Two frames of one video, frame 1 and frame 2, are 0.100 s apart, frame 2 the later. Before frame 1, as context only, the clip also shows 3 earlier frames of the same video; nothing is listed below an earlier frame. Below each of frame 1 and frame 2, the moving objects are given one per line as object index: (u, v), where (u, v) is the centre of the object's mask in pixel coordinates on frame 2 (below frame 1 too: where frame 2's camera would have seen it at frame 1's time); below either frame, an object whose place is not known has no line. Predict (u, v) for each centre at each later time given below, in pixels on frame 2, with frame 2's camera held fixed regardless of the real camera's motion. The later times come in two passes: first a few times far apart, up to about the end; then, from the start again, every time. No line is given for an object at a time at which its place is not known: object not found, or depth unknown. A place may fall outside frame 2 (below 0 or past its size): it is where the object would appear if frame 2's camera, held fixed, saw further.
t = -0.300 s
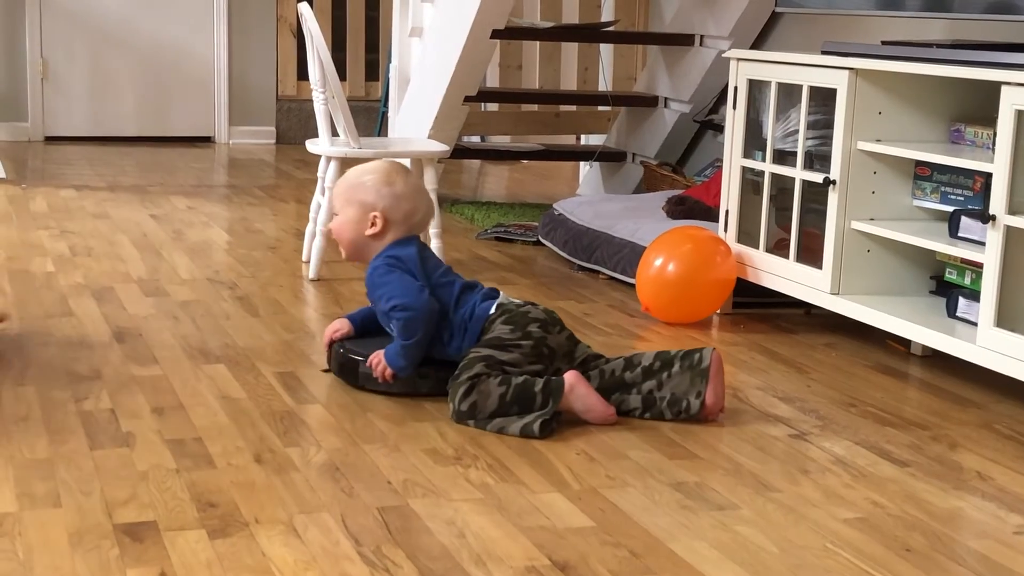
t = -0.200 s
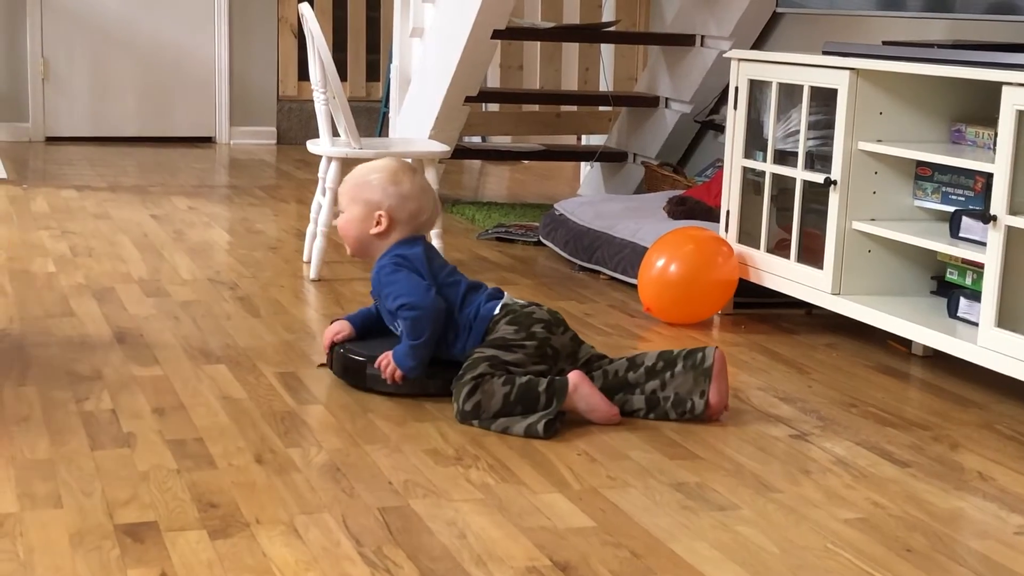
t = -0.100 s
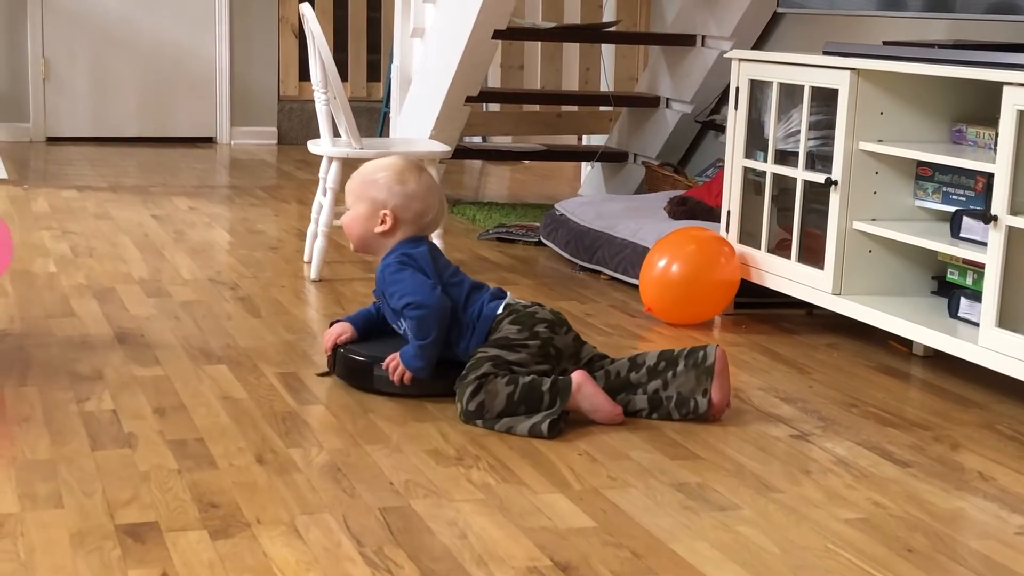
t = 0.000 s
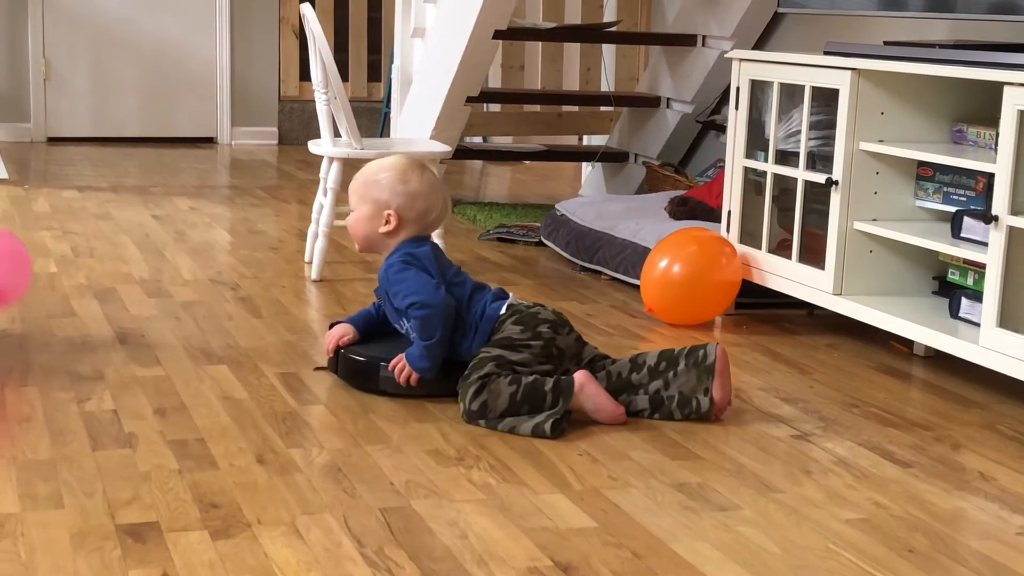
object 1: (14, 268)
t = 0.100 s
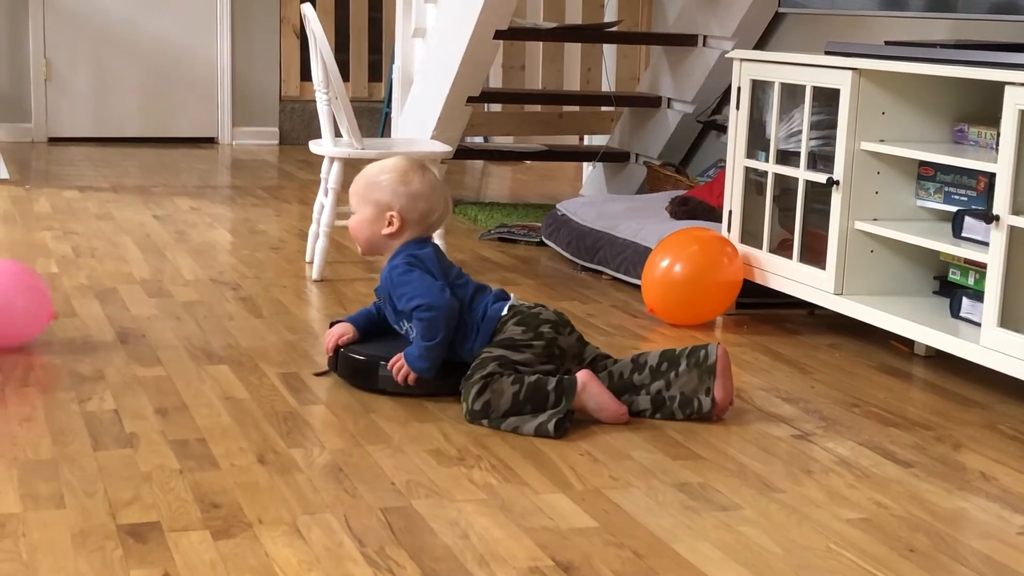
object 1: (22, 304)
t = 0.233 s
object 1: (30, 268)
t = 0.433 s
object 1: (50, 284)
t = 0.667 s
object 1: (66, 279)
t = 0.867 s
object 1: (80, 309)
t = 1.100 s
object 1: (86, 291)
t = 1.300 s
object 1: (84, 297)
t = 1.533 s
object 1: (84, 311)
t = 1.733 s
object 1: (85, 309)
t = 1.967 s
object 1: (81, 309)
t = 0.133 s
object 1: (24, 292)
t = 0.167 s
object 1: (26, 281)
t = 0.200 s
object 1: (28, 273)
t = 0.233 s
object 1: (30, 268)
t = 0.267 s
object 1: (34, 266)
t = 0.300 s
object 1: (37, 265)
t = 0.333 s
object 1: (40, 267)
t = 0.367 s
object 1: (43, 270)
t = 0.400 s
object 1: (47, 276)
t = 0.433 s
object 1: (50, 284)
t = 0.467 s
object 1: (54, 294)
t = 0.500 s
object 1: (56, 304)
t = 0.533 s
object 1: (58, 299)
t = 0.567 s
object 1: (59, 291)
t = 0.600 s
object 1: (61, 285)
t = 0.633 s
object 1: (63, 281)
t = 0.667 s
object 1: (66, 279)
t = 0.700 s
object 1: (68, 279)
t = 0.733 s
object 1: (70, 281)
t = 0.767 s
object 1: (72, 285)
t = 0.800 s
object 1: (74, 291)
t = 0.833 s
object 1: (77, 300)
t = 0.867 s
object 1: (80, 309)
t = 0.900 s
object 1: (81, 304)
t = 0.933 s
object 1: (82, 297)
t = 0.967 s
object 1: (83, 292)
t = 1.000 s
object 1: (84, 289)
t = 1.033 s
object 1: (84, 288)
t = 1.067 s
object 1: (85, 288)
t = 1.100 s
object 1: (86, 291)
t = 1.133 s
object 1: (86, 296)
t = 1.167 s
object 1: (87, 303)
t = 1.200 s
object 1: (87, 311)
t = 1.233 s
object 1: (86, 306)
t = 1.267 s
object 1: (85, 300)
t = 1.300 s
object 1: (84, 297)
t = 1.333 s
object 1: (84, 295)
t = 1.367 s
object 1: (84, 295)
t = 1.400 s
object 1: (84, 297)
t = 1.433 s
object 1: (84, 302)
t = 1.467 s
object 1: (84, 307)
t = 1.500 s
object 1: (84, 315)
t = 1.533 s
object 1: (84, 311)
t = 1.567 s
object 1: (84, 306)
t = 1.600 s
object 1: (84, 303)
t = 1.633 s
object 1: (84, 302)
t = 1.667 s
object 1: (84, 302)
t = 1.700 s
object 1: (85, 304)
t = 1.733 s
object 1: (85, 309)
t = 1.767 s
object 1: (85, 316)
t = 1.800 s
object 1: (85, 315)
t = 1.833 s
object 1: (84, 310)
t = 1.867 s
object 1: (83, 307)
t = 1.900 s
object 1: (82, 306)
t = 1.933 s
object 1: (81, 306)
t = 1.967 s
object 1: (81, 309)
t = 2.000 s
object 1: (80, 313)
